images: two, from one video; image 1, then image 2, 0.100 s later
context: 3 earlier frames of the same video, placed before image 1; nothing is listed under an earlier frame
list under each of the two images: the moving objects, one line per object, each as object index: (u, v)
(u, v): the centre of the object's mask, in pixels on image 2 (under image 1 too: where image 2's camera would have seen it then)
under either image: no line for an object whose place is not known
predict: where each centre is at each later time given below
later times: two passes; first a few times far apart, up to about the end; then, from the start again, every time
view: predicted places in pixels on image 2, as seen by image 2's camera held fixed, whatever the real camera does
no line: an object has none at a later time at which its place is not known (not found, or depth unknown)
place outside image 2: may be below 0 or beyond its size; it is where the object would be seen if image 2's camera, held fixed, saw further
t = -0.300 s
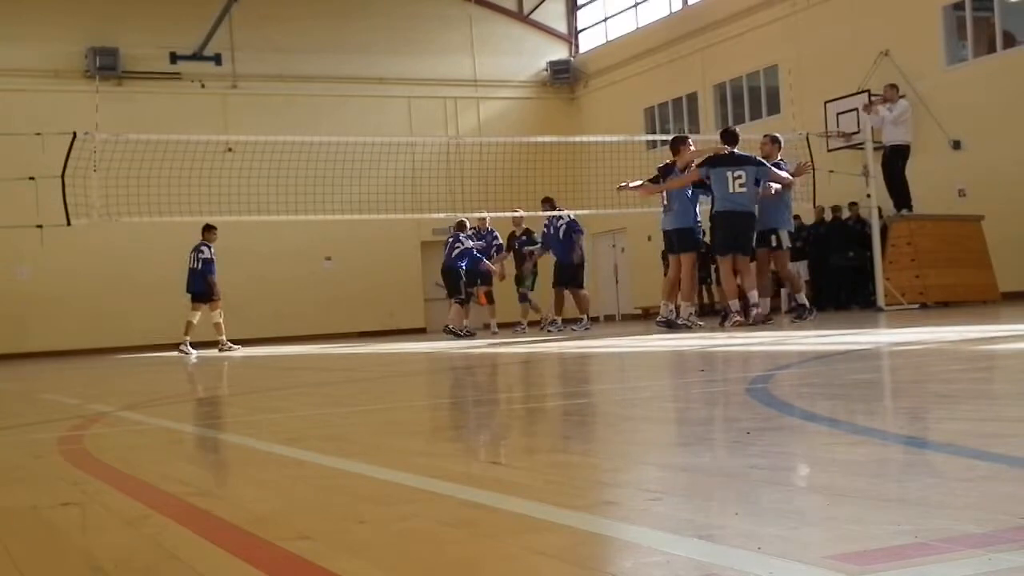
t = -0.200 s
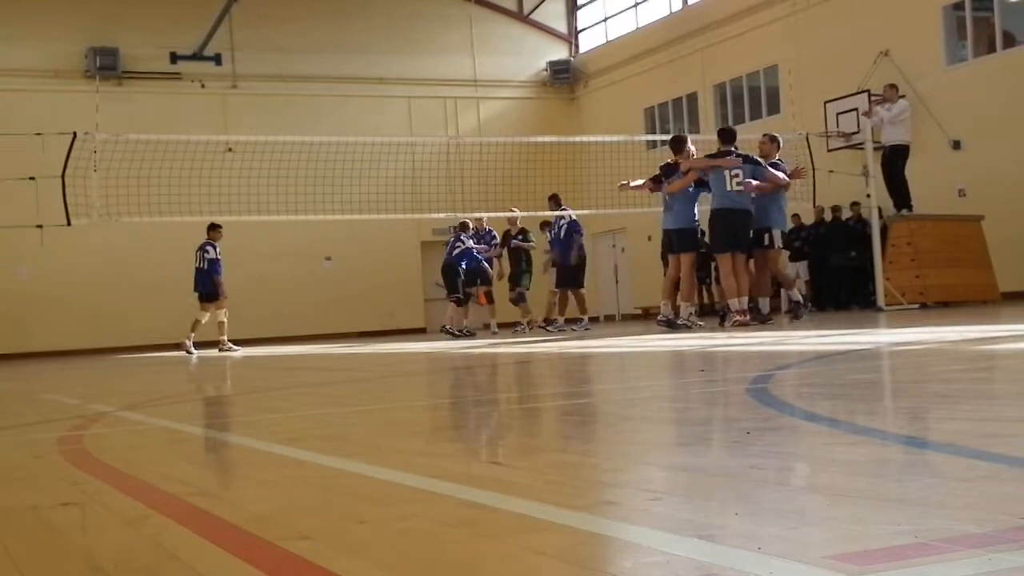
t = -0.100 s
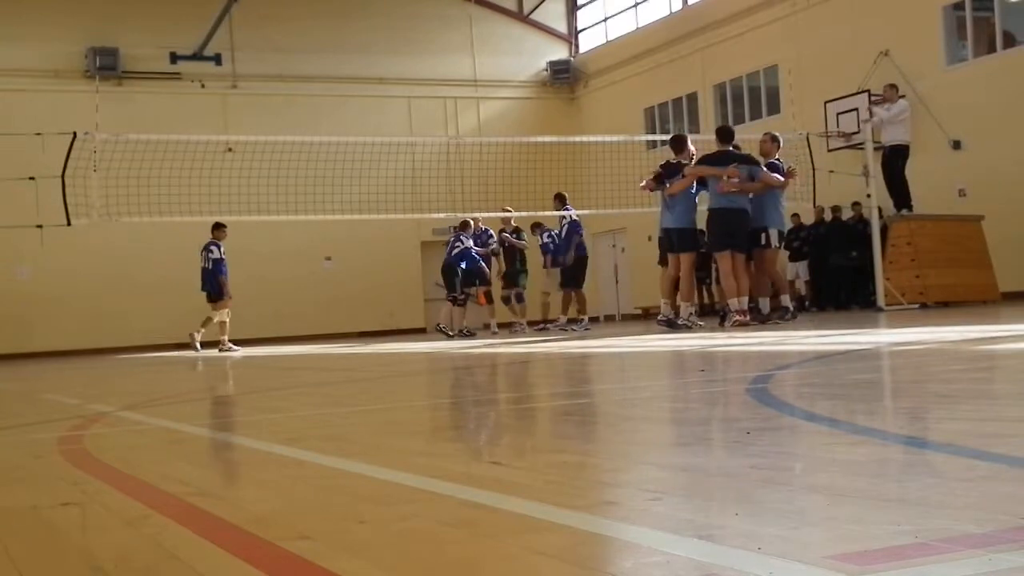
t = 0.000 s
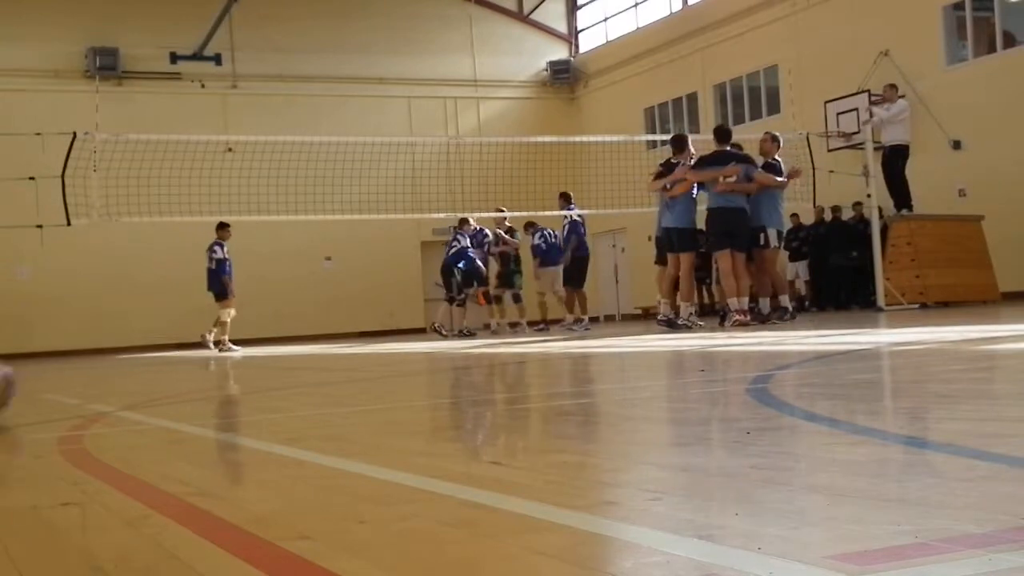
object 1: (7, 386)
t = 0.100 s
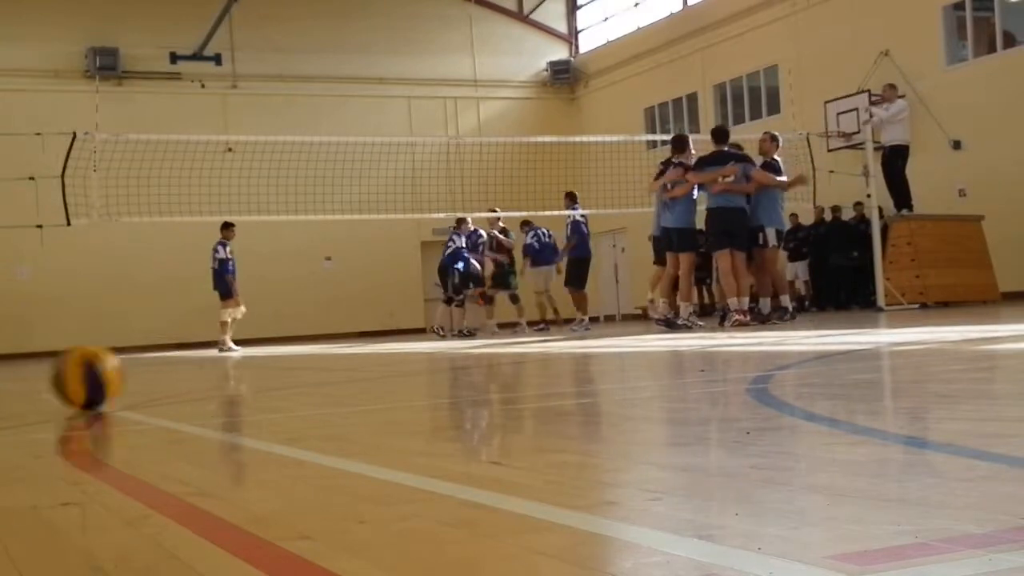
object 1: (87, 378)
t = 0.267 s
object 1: (255, 365)
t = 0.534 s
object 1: (489, 349)
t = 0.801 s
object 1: (689, 335)
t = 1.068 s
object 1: (865, 323)
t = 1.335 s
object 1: (1011, 312)
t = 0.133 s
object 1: (122, 375)
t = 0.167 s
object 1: (155, 372)
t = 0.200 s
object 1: (188, 371)
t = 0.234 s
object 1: (223, 368)
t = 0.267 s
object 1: (255, 365)
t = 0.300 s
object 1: (287, 363)
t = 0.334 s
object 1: (316, 360)
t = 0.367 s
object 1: (347, 359)
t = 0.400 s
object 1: (377, 357)
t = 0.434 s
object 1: (406, 355)
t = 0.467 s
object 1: (435, 353)
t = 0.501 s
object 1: (462, 349)
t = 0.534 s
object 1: (489, 349)
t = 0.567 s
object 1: (515, 347)
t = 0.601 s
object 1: (541, 345)
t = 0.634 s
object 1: (566, 343)
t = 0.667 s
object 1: (591, 343)
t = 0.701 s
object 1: (616, 339)
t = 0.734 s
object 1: (642, 338)
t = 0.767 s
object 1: (665, 336)
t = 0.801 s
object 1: (689, 335)
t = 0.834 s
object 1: (712, 333)
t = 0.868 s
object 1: (735, 331)
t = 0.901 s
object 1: (757, 329)
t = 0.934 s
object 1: (780, 327)
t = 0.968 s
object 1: (802, 326)
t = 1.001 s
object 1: (823, 325)
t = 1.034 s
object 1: (843, 322)
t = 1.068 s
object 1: (865, 323)
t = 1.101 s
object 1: (886, 320)
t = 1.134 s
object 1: (906, 319)
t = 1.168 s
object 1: (926, 317)
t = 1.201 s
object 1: (945, 316)
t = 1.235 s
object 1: (965, 315)
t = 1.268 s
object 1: (984, 313)
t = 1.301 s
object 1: (1000, 312)
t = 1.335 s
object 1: (1011, 312)
